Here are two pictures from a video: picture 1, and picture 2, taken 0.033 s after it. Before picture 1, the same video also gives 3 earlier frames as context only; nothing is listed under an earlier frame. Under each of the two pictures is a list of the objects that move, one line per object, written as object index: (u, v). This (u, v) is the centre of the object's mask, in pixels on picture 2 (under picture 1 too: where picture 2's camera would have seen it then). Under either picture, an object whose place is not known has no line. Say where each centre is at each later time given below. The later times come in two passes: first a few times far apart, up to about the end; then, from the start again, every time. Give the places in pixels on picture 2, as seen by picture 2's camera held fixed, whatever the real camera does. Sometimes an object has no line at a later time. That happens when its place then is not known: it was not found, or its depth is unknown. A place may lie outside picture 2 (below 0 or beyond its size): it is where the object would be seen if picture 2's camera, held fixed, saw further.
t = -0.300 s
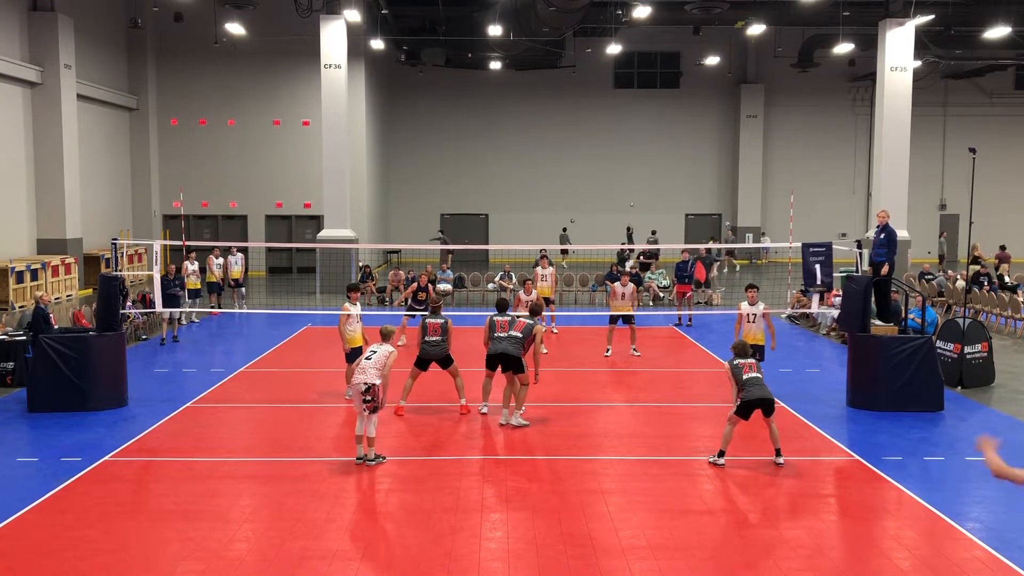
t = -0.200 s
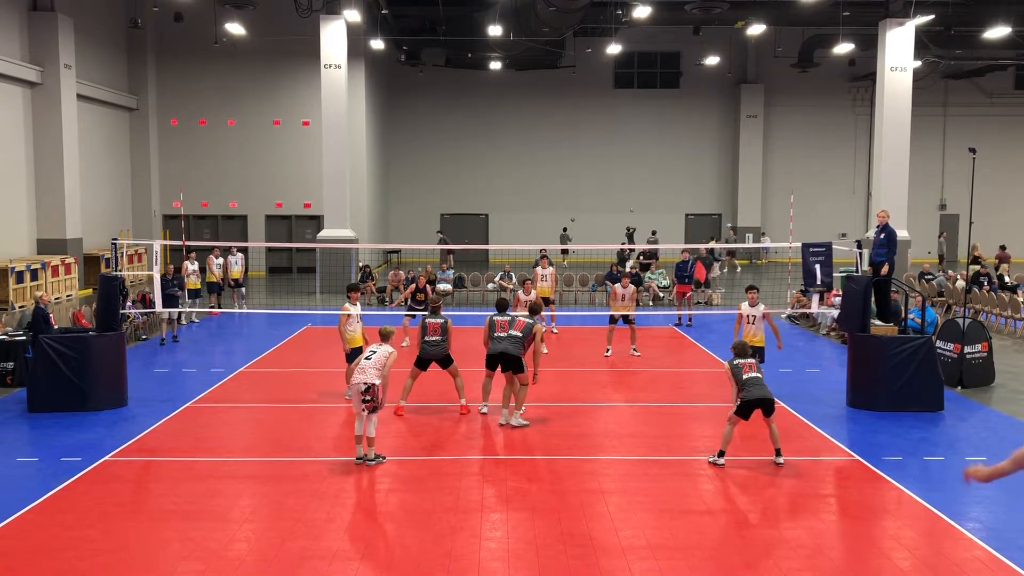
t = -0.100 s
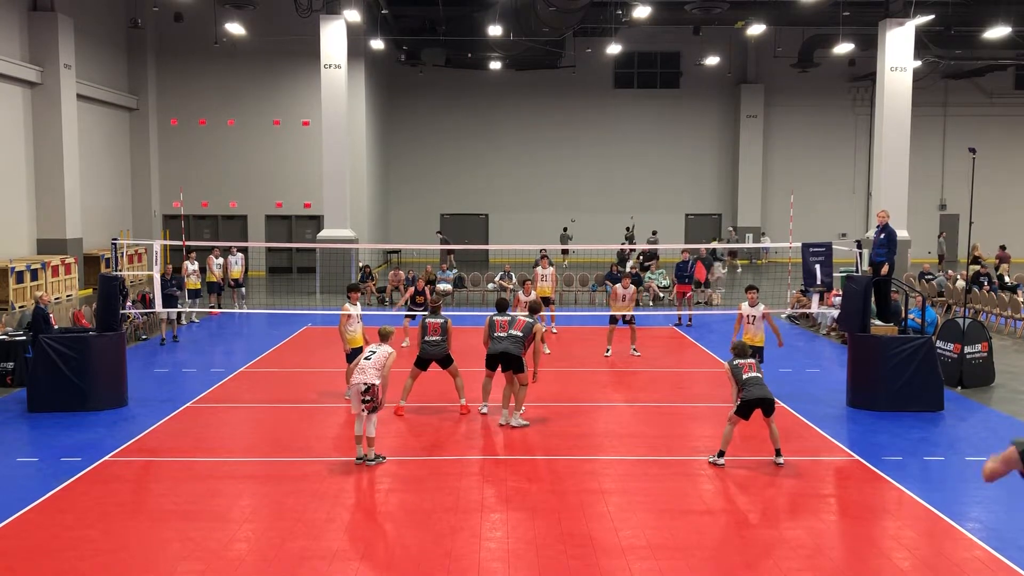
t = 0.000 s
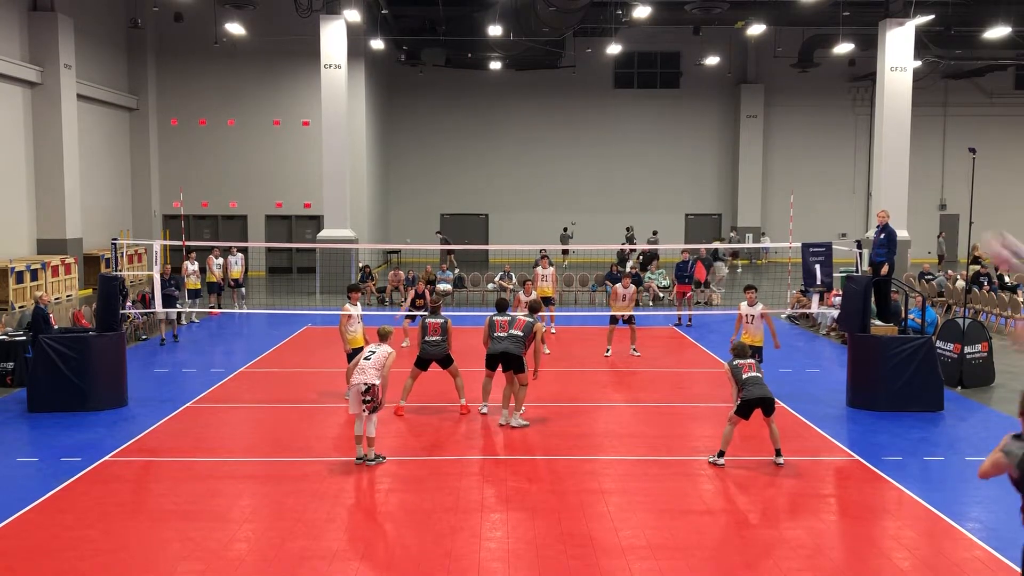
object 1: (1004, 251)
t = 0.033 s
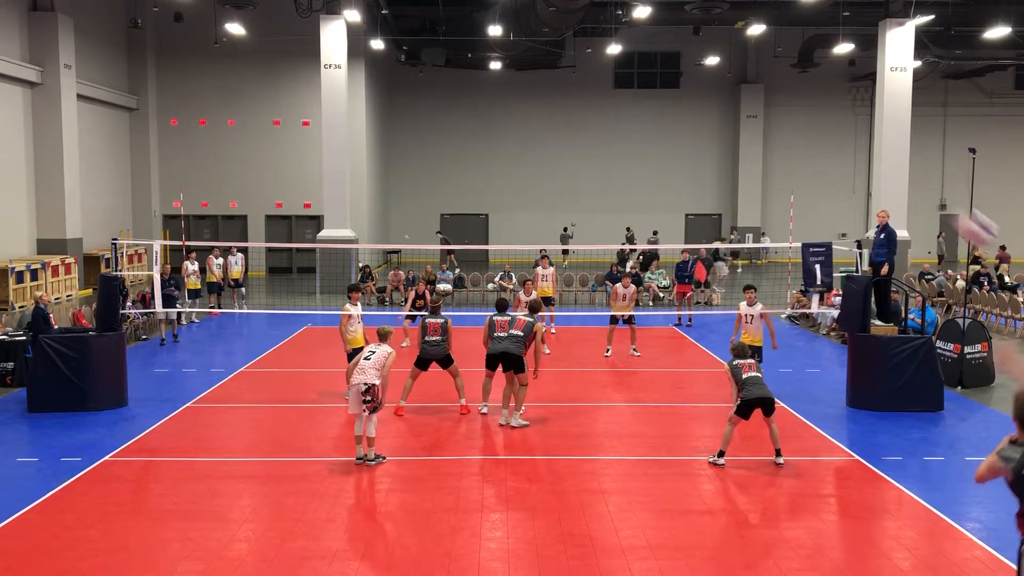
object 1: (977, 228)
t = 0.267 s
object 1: (839, 144)
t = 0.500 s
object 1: (761, 138)
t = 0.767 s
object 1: (703, 171)
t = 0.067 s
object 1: (949, 208)
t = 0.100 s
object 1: (926, 192)
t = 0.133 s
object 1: (906, 178)
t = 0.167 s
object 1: (884, 166)
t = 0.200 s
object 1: (868, 157)
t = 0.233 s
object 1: (853, 150)
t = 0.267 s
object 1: (839, 144)
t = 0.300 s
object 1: (826, 140)
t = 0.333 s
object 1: (813, 138)
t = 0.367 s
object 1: (801, 135)
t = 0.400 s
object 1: (790, 135)
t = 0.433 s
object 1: (780, 135)
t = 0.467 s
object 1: (770, 136)
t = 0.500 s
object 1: (761, 138)
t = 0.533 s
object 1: (752, 140)
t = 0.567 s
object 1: (744, 143)
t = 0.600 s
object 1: (737, 146)
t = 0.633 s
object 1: (729, 150)
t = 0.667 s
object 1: (722, 154)
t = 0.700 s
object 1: (716, 159)
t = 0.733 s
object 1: (709, 165)
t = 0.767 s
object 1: (703, 171)
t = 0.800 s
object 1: (698, 178)
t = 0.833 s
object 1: (692, 184)
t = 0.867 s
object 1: (688, 191)
